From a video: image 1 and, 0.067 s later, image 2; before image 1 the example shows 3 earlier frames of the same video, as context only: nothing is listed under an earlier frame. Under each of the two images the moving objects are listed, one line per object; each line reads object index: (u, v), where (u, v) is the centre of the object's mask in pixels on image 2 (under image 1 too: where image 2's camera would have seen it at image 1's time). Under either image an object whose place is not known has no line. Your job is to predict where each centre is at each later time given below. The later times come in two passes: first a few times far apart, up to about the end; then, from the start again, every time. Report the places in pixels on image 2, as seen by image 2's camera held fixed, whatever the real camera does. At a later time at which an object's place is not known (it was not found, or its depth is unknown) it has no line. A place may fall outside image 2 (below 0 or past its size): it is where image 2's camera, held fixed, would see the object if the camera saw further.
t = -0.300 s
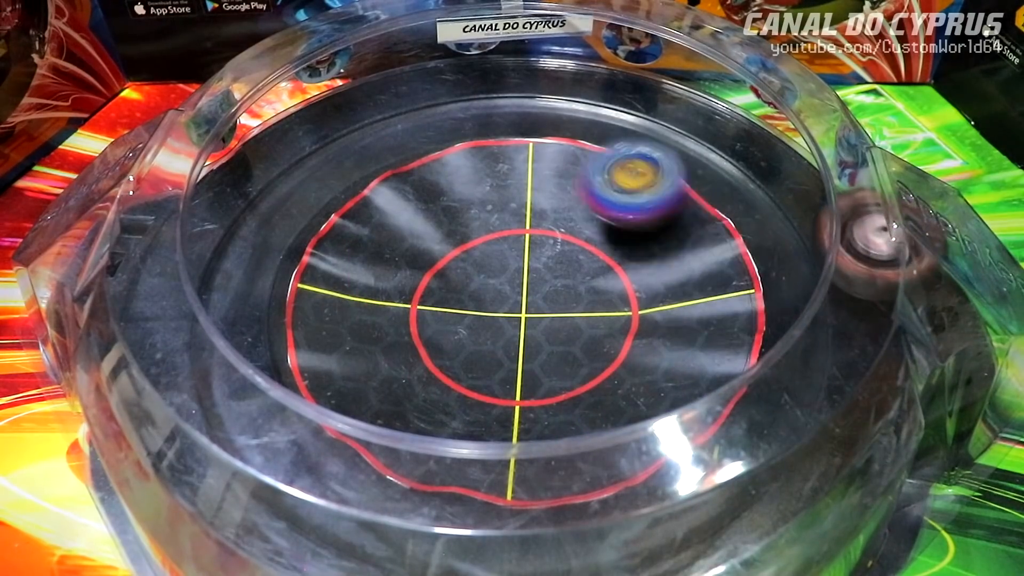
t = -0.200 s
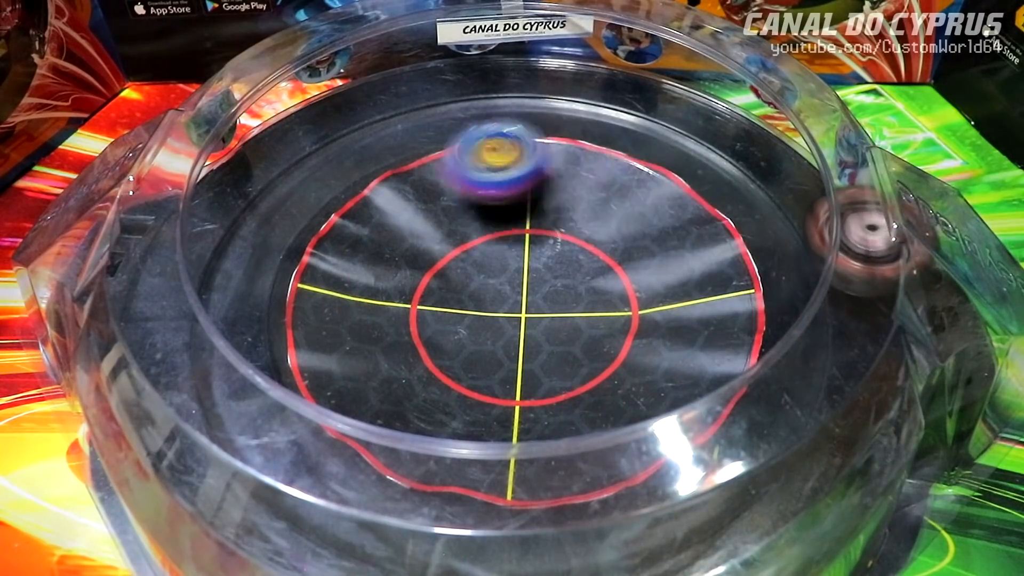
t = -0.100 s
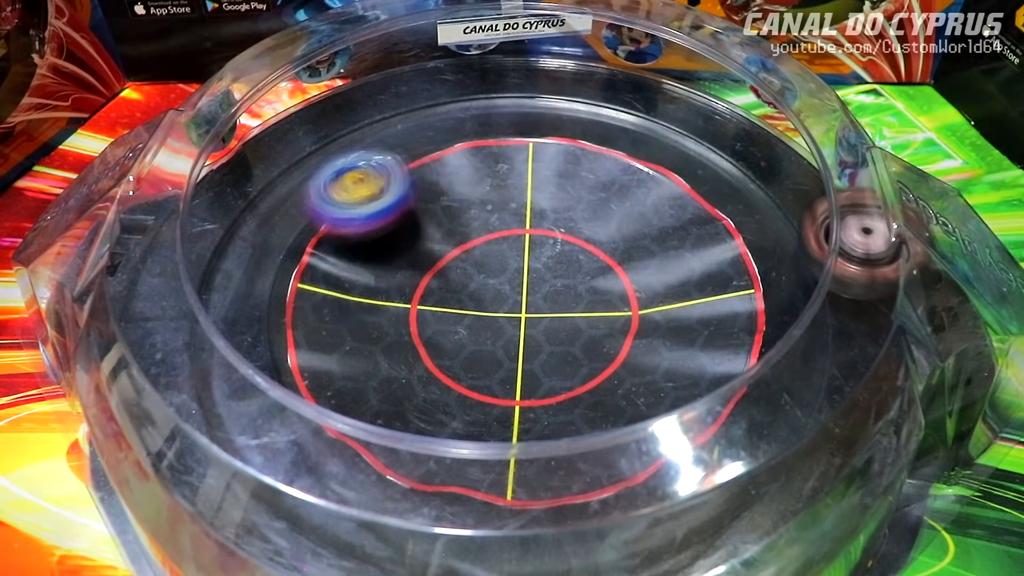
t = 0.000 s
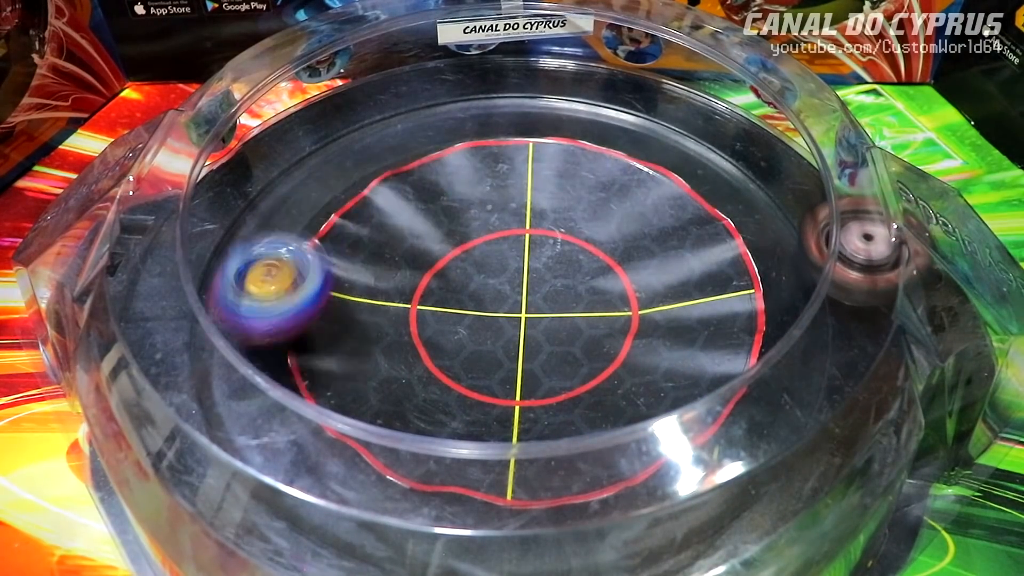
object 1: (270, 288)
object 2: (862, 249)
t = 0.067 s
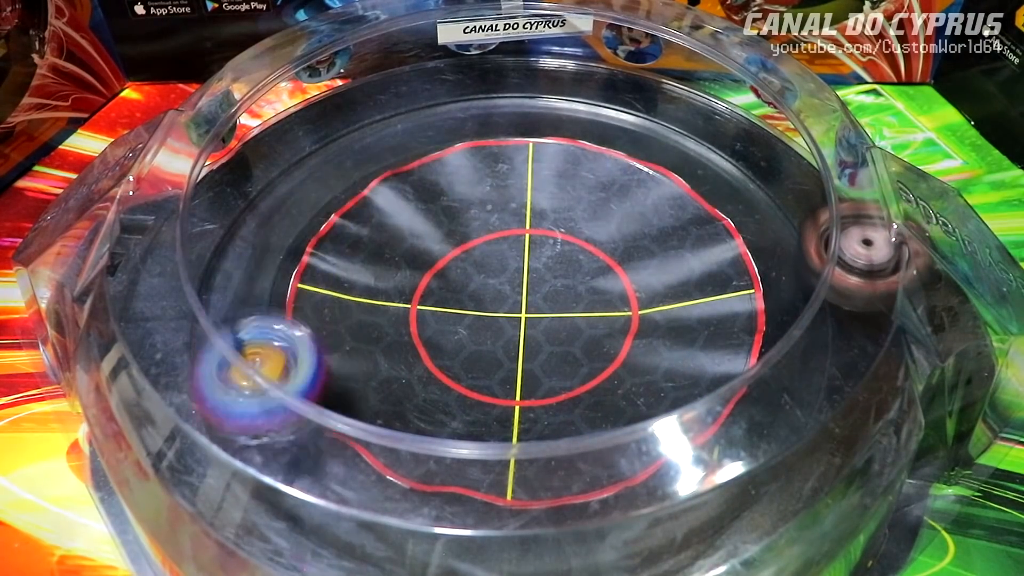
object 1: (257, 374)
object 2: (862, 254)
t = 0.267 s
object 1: (358, 507)
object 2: (842, 258)
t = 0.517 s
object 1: (541, 524)
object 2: (746, 266)
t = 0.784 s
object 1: (686, 446)
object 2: (522, 241)
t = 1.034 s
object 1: (697, 251)
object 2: (367, 339)
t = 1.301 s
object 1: (365, 115)
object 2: (534, 443)
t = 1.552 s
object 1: (198, 278)
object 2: (686, 306)
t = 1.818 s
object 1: (306, 468)
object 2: (510, 132)
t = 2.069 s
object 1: (538, 439)
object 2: (266, 156)
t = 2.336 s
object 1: (665, 166)
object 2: (249, 212)
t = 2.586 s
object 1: (455, 76)
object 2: (258, 216)
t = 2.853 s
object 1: (288, 135)
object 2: (263, 237)
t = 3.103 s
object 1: (342, 113)
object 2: (373, 425)
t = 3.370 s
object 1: (407, 88)
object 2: (683, 391)
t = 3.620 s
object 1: (478, 78)
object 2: (719, 206)
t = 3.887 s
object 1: (494, 61)
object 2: (547, 182)
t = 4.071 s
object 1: (442, 92)
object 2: (432, 317)
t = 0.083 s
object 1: (258, 395)
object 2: (861, 255)
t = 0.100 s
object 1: (260, 410)
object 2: (861, 256)
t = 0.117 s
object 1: (259, 428)
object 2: (860, 257)
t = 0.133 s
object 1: (260, 444)
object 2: (858, 258)
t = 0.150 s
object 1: (262, 459)
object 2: (856, 258)
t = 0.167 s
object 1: (267, 471)
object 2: (855, 259)
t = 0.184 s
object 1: (278, 480)
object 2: (850, 255)
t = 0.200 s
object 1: (297, 487)
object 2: (848, 255)
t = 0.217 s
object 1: (314, 491)
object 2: (846, 256)
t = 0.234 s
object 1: (330, 497)
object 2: (845, 256)
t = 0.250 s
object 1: (346, 502)
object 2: (844, 257)
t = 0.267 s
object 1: (358, 507)
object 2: (842, 258)
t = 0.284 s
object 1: (371, 511)
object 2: (841, 259)
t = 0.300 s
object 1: (383, 514)
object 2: (839, 260)
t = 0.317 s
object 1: (396, 516)
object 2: (836, 261)
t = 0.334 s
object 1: (407, 519)
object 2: (826, 263)
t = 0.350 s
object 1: (418, 521)
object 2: (820, 263)
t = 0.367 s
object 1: (430, 522)
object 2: (811, 263)
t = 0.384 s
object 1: (443, 524)
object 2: (800, 260)
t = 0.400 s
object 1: (455, 525)
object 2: (782, 258)
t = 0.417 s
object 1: (469, 526)
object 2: (787, 262)
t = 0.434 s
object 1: (481, 526)
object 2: (774, 259)
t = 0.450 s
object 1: (493, 526)
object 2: (769, 260)
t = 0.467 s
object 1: (506, 525)
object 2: (764, 260)
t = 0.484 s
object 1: (518, 525)
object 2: (760, 261)
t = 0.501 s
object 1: (529, 524)
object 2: (754, 263)
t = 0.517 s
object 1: (541, 524)
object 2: (746, 266)
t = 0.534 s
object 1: (552, 522)
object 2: (736, 265)
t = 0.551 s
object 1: (562, 521)
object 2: (726, 265)
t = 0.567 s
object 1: (574, 520)
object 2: (714, 265)
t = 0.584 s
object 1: (583, 518)
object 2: (702, 263)
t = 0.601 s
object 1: (592, 516)
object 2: (689, 262)
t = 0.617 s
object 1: (602, 514)
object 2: (676, 261)
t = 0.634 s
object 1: (612, 510)
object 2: (662, 259)
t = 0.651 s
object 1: (618, 508)
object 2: (647, 257)
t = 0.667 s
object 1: (625, 506)
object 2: (633, 255)
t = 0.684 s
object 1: (633, 502)
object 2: (619, 253)
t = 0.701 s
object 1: (640, 497)
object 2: (604, 251)
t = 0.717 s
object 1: (655, 480)
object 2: (588, 248)
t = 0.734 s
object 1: (665, 472)
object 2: (571, 246)
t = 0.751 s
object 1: (673, 464)
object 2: (554, 243)
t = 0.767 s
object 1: (680, 455)
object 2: (538, 242)
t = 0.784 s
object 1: (686, 446)
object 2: (522, 241)
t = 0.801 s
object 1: (692, 436)
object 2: (506, 241)
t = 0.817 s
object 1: (699, 429)
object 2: (491, 243)
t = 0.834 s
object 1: (705, 422)
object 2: (475, 245)
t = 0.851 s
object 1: (714, 402)
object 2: (461, 248)
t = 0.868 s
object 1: (715, 394)
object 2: (447, 250)
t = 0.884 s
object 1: (716, 387)
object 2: (434, 256)
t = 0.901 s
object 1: (718, 377)
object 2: (422, 262)
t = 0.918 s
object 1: (719, 365)
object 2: (410, 269)
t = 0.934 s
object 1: (720, 351)
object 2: (400, 277)
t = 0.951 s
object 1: (718, 336)
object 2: (391, 285)
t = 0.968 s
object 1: (718, 321)
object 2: (383, 295)
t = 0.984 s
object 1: (716, 305)
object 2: (377, 305)
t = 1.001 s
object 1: (712, 286)
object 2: (373, 317)
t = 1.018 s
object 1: (706, 269)
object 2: (369, 328)
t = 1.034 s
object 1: (697, 251)
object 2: (367, 339)
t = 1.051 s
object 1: (686, 233)
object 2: (366, 351)
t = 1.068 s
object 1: (673, 216)
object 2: (368, 364)
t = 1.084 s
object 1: (660, 201)
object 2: (372, 371)
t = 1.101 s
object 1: (644, 186)
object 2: (379, 378)
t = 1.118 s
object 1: (625, 172)
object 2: (387, 385)
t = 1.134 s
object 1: (606, 160)
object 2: (396, 391)
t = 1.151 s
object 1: (585, 149)
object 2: (406, 397)
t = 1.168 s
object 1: (562, 139)
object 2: (414, 415)
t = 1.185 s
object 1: (536, 130)
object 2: (425, 431)
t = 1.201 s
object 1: (511, 122)
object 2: (437, 431)
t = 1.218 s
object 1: (486, 117)
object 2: (452, 437)
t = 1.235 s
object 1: (460, 114)
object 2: (467, 442)
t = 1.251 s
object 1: (435, 111)
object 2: (483, 446)
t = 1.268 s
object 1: (409, 113)
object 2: (499, 446)
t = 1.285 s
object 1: (385, 112)
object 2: (517, 454)
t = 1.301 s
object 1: (365, 115)
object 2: (534, 443)
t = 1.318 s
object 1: (346, 117)
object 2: (550, 442)
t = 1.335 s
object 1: (329, 118)
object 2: (566, 438)
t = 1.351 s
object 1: (313, 121)
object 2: (580, 431)
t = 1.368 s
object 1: (300, 124)
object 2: (593, 423)
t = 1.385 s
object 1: (287, 132)
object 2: (604, 413)
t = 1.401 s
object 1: (275, 140)
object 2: (616, 395)
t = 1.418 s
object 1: (264, 151)
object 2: (628, 388)
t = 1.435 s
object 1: (253, 161)
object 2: (640, 382)
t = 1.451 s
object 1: (242, 175)
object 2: (652, 373)
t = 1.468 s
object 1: (230, 188)
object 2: (660, 366)
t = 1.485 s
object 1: (220, 203)
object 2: (670, 357)
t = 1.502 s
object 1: (211, 219)
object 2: (678, 345)
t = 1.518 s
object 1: (204, 240)
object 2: (683, 332)
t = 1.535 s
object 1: (201, 259)
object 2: (685, 318)
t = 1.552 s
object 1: (198, 278)
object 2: (686, 306)
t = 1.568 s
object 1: (195, 296)
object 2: (686, 292)
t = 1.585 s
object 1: (192, 313)
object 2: (684, 278)
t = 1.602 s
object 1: (192, 330)
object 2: (681, 265)
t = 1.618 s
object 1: (195, 345)
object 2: (676, 251)
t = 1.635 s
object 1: (199, 359)
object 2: (669, 237)
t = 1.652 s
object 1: (207, 377)
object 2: (661, 224)
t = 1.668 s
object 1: (215, 391)
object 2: (652, 212)
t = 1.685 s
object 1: (228, 408)
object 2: (640, 201)
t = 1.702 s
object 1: (237, 422)
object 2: (628, 189)
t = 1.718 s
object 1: (248, 433)
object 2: (613, 178)
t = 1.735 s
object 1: (256, 443)
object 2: (599, 168)
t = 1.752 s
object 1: (265, 452)
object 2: (583, 158)
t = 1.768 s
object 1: (275, 457)
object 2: (565, 151)
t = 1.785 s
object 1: (284, 460)
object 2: (547, 144)
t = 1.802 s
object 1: (295, 464)
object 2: (528, 138)
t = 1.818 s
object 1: (306, 468)
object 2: (510, 132)
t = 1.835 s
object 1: (318, 470)
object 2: (491, 128)
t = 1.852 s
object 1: (330, 471)
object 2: (471, 125)
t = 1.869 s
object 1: (342, 473)
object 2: (452, 123)
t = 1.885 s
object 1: (356, 474)
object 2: (433, 122)
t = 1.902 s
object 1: (369, 474)
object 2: (413, 121)
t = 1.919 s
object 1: (382, 473)
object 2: (393, 123)
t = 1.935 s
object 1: (397, 471)
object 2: (374, 125)
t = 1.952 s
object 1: (413, 467)
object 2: (357, 130)
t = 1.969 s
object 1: (428, 466)
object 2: (338, 133)
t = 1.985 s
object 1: (442, 464)
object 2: (322, 138)
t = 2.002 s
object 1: (458, 463)
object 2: (307, 142)
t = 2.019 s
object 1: (475, 459)
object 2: (295, 144)
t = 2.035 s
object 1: (496, 455)
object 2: (284, 149)
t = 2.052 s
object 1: (516, 447)
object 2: (275, 152)
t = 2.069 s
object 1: (538, 439)
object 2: (266, 156)
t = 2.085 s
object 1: (560, 428)
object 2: (259, 158)
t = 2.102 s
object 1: (583, 417)
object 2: (255, 162)
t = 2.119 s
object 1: (601, 403)
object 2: (252, 165)
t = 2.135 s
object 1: (621, 383)
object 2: (250, 173)
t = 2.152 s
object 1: (640, 371)
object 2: (249, 179)
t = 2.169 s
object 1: (659, 359)
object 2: (245, 184)
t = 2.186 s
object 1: (675, 340)
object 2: (244, 188)
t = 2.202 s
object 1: (685, 320)
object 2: (244, 190)
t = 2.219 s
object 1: (694, 300)
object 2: (244, 195)
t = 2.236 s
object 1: (699, 277)
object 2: (244, 198)
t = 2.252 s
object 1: (701, 257)
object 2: (245, 202)
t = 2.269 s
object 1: (699, 236)
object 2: (245, 204)
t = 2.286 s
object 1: (695, 219)
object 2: (245, 207)
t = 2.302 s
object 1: (687, 199)
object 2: (246, 209)
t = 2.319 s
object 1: (678, 182)
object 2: (247, 210)
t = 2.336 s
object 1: (665, 166)
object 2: (249, 212)
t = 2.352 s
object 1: (651, 150)
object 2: (250, 213)
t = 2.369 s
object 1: (634, 135)
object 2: (250, 214)
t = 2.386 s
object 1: (616, 122)
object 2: (251, 215)
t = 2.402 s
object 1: (597, 113)
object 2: (252, 215)
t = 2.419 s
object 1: (579, 104)
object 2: (253, 216)
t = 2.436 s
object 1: (562, 98)
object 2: (254, 216)
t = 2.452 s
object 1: (547, 90)
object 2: (255, 216)
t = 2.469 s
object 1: (534, 84)
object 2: (255, 216)
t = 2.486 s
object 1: (522, 79)
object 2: (255, 216)
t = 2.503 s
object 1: (512, 76)
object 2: (256, 216)
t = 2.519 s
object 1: (502, 73)
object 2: (256, 216)
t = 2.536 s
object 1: (492, 70)
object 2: (257, 216)
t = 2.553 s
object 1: (480, 70)
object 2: (257, 216)
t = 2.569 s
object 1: (467, 73)
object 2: (258, 216)
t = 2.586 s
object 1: (455, 76)
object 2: (258, 216)
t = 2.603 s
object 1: (441, 80)
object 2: (258, 215)
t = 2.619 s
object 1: (428, 83)
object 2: (258, 215)
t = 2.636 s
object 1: (415, 86)
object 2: (258, 215)
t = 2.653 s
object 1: (404, 88)
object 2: (259, 216)
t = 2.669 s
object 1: (393, 90)
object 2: (259, 215)
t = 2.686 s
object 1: (382, 93)
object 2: (260, 215)
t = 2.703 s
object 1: (371, 97)
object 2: (261, 215)
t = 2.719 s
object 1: (359, 103)
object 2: (262, 215)
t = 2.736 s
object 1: (345, 109)
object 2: (263, 215)
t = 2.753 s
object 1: (333, 115)
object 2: (264, 215)
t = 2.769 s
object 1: (320, 124)
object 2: (266, 215)
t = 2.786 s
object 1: (307, 131)
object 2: (267, 214)
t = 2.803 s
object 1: (297, 136)
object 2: (269, 214)
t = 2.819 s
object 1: (288, 139)
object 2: (268, 216)
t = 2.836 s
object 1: (287, 137)
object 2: (266, 226)
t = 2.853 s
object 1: (288, 135)
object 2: (263, 237)
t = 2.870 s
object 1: (290, 134)
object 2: (260, 249)
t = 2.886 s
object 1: (293, 134)
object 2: (260, 262)
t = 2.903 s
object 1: (296, 136)
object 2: (261, 276)
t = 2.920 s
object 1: (300, 139)
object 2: (265, 288)
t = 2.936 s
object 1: (304, 139)
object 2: (270, 302)
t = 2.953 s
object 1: (307, 140)
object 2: (276, 314)
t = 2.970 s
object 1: (310, 139)
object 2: (284, 326)
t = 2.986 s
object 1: (313, 138)
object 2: (294, 338)
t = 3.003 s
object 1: (317, 135)
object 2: (304, 348)
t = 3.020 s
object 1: (321, 132)
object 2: (317, 358)
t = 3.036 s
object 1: (325, 129)
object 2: (329, 368)
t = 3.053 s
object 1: (330, 124)
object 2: (333, 385)
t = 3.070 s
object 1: (334, 121)
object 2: (345, 399)
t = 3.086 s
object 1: (338, 117)
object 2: (358, 412)
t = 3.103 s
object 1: (342, 113)
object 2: (373, 425)
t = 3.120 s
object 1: (345, 110)
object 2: (392, 432)
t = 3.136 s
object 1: (349, 107)
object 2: (407, 440)
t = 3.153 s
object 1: (351, 107)
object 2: (427, 452)
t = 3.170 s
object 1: (353, 107)
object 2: (446, 455)
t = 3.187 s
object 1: (354, 108)
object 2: (469, 459)
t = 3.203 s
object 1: (357, 108)
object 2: (492, 463)
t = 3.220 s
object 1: (360, 107)
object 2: (512, 463)
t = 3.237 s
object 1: (364, 106)
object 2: (532, 463)
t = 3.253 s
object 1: (370, 104)
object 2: (553, 460)
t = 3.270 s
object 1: (375, 101)
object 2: (575, 455)
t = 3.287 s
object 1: (380, 99)
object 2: (592, 449)
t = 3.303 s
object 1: (386, 97)
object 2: (610, 439)
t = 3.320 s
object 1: (391, 95)
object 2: (624, 424)
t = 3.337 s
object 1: (396, 93)
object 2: (638, 408)
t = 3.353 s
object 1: (401, 90)
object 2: (666, 395)
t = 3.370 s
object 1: (407, 88)
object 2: (683, 391)
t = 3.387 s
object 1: (412, 86)
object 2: (696, 384)
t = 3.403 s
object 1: (415, 85)
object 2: (707, 372)
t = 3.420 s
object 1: (418, 85)
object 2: (715, 358)
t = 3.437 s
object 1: (420, 85)
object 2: (722, 347)
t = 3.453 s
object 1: (424, 85)
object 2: (731, 333)
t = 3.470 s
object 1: (428, 85)
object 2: (733, 319)
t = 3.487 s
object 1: (432, 84)
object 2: (737, 309)
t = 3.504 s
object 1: (437, 83)
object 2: (741, 295)
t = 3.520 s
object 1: (443, 82)
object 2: (743, 282)
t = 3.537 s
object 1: (449, 82)
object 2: (743, 268)
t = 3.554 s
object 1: (455, 81)
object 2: (741, 256)
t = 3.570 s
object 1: (461, 80)
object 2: (738, 243)
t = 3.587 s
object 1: (467, 80)
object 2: (734, 230)
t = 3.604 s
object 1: (473, 78)
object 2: (727, 218)
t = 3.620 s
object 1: (478, 78)
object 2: (719, 206)
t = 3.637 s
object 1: (484, 77)
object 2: (711, 194)
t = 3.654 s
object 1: (490, 76)
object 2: (703, 186)
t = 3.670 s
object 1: (495, 75)
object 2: (693, 176)
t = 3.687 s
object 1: (500, 75)
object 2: (682, 165)
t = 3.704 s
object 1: (504, 75)
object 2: (669, 159)
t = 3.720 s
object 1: (509, 75)
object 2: (657, 150)
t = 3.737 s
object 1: (513, 75)
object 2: (645, 145)
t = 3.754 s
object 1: (518, 76)
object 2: (632, 139)
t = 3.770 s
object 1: (522, 75)
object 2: (617, 133)
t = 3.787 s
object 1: (527, 75)
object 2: (603, 127)
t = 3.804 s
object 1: (529, 72)
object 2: (591, 128)
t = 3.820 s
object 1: (524, 66)
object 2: (584, 136)
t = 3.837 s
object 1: (516, 60)
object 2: (575, 149)
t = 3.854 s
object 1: (510, 58)
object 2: (567, 159)
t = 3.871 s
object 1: (502, 58)
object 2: (558, 169)
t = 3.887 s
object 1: (494, 61)
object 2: (547, 182)
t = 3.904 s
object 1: (487, 67)
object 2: (538, 194)
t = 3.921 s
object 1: (480, 66)
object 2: (526, 207)
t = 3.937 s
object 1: (472, 67)
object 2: (513, 218)
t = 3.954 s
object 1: (466, 70)
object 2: (500, 230)
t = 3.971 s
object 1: (459, 75)
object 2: (487, 243)
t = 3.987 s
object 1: (452, 83)
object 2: (473, 256)
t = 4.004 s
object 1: (450, 82)
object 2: (463, 269)
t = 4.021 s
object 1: (447, 84)
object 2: (453, 283)
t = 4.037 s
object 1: (445, 88)
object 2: (444, 294)
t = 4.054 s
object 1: (443, 90)
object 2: (436, 305)
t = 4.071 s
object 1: (442, 92)
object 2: (432, 317)
